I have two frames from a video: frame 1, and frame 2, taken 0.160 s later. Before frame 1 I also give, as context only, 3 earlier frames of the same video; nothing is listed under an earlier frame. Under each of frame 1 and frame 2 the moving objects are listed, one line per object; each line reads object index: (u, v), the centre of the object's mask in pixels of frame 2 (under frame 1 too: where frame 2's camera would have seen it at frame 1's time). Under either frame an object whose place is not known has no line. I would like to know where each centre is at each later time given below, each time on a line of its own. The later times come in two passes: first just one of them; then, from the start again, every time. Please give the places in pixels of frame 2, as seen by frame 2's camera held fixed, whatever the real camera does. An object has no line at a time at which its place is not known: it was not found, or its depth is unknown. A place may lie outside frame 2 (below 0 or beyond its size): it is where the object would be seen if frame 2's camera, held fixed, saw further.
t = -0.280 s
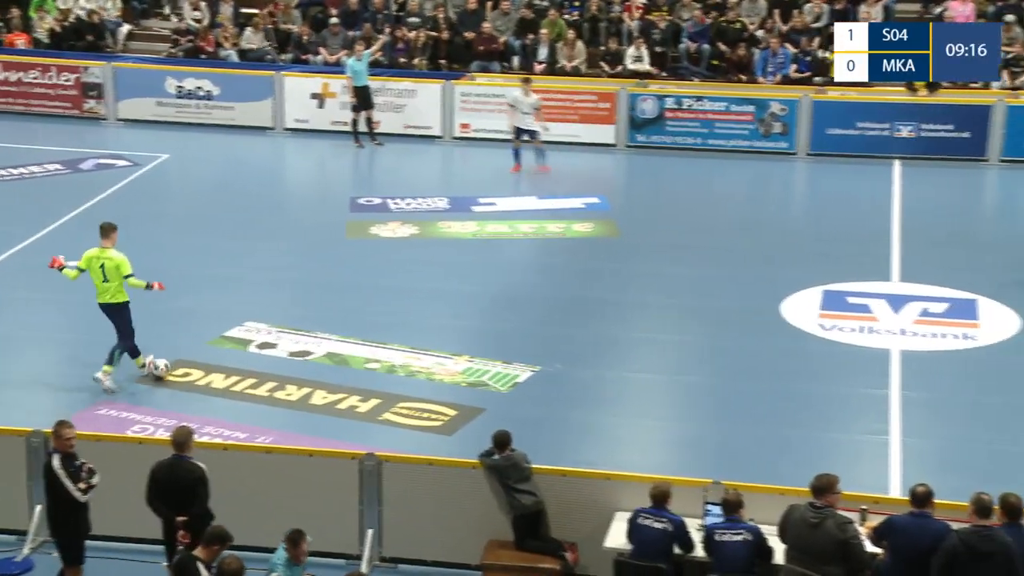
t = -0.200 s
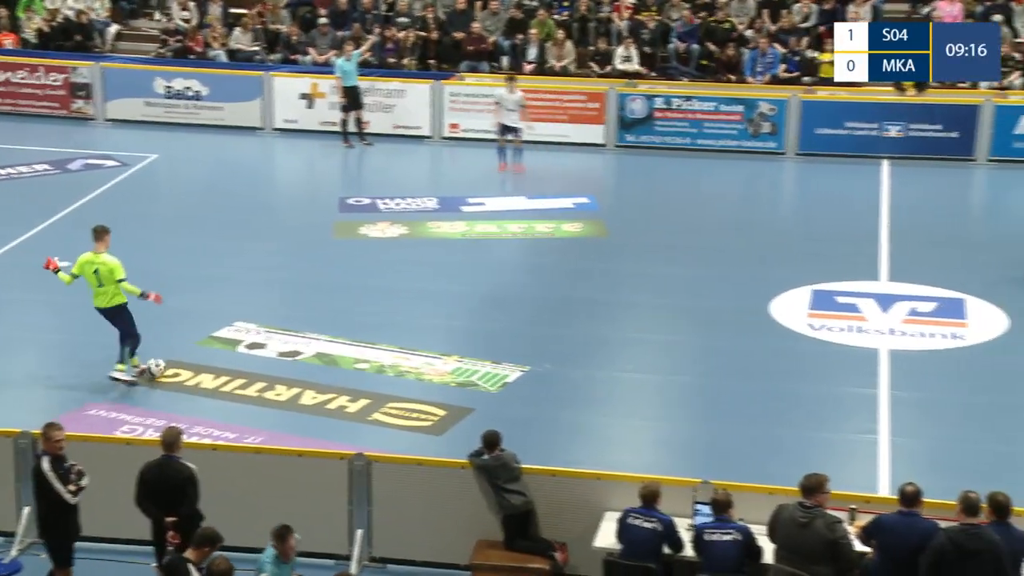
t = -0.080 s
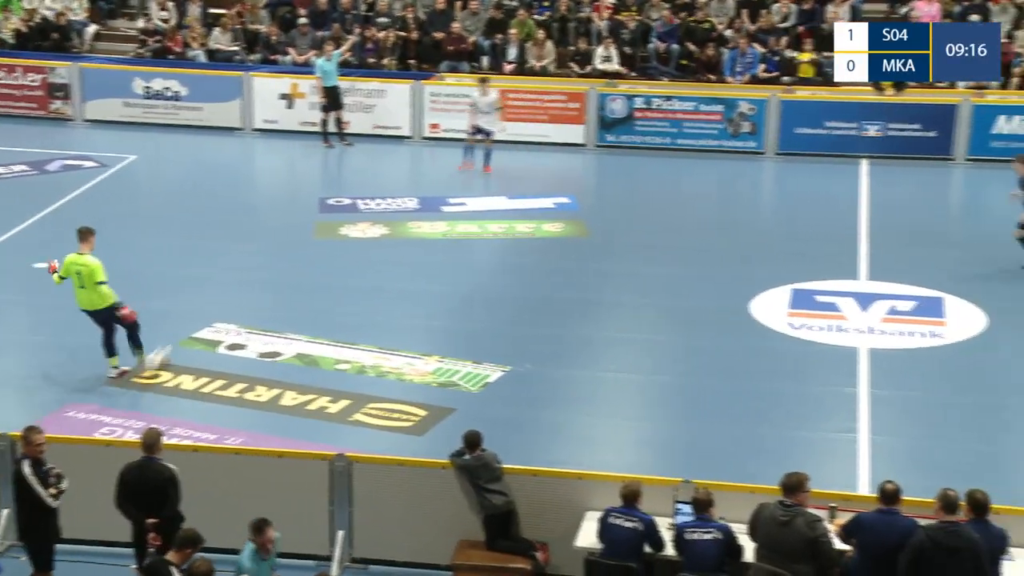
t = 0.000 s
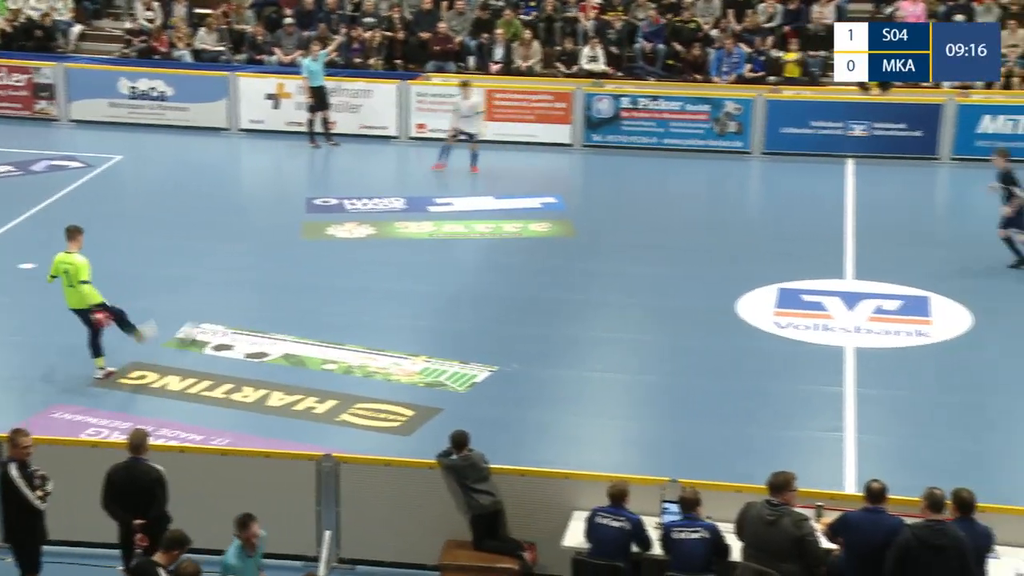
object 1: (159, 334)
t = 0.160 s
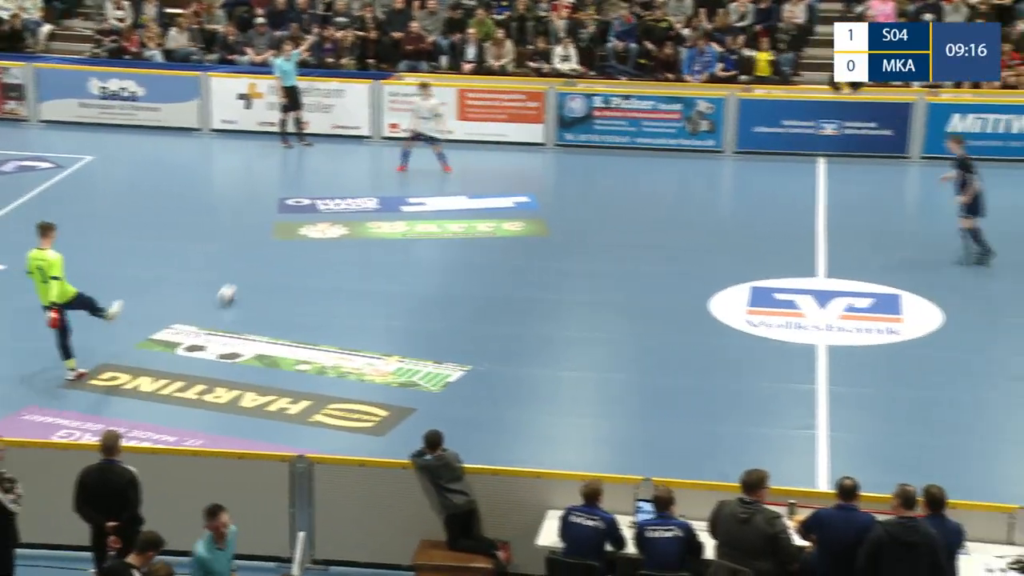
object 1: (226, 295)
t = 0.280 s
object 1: (267, 271)
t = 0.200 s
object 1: (242, 286)
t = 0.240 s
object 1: (255, 278)
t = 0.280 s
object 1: (267, 271)
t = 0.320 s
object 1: (279, 263)
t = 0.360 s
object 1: (291, 256)
